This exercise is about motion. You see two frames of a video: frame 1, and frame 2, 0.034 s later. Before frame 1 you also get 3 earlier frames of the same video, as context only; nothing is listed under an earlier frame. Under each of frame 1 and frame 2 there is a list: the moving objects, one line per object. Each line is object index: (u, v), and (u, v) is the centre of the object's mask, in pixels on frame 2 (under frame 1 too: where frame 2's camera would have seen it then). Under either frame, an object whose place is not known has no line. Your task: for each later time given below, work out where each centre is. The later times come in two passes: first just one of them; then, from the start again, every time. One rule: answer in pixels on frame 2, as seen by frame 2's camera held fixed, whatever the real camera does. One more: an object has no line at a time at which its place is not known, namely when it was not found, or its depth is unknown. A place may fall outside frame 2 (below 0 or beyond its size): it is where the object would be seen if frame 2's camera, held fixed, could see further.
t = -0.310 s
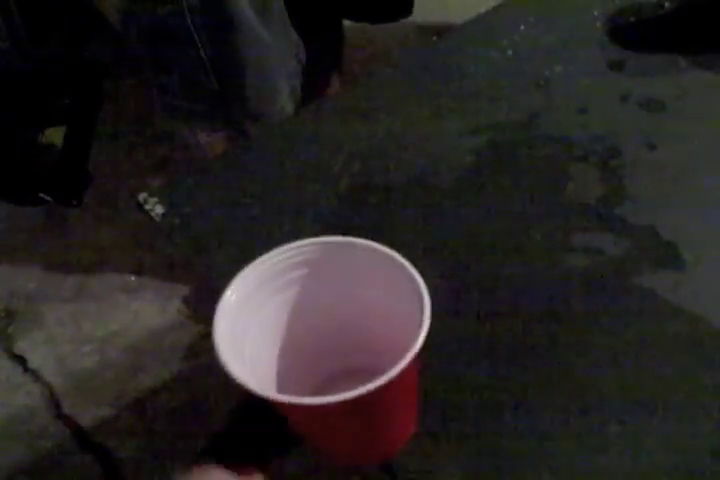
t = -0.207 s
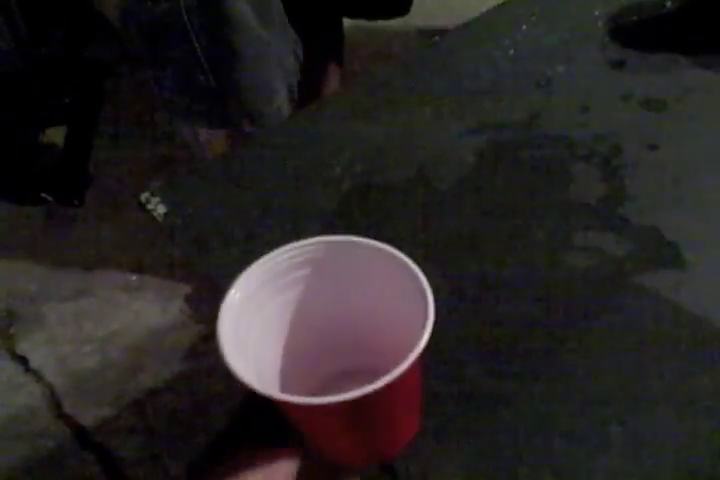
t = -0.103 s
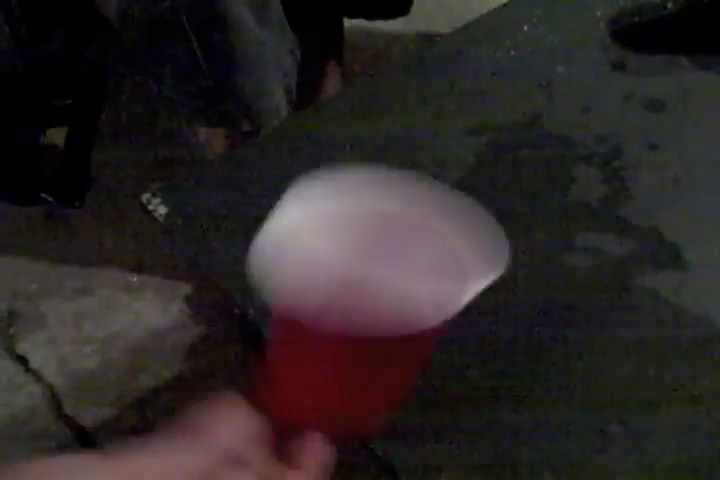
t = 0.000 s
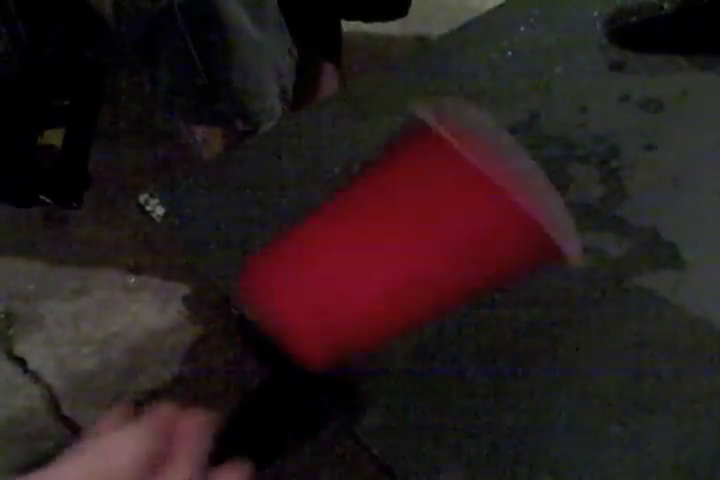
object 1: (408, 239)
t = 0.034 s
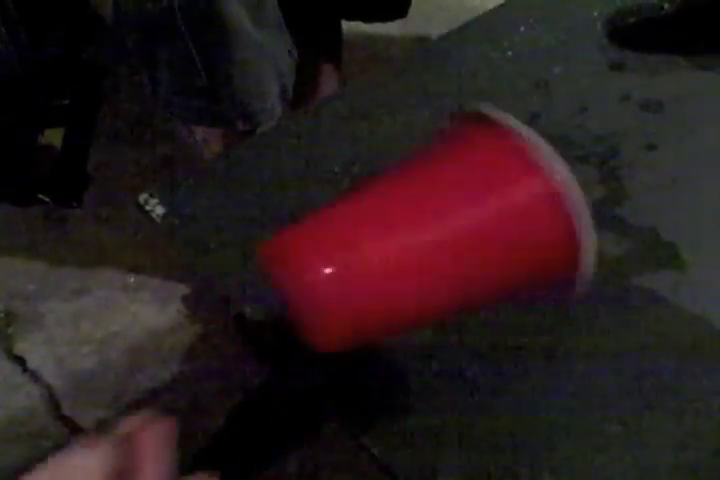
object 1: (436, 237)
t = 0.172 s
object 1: (505, 257)
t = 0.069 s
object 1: (454, 252)
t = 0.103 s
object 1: (472, 274)
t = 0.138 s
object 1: (487, 275)
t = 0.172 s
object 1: (505, 257)
